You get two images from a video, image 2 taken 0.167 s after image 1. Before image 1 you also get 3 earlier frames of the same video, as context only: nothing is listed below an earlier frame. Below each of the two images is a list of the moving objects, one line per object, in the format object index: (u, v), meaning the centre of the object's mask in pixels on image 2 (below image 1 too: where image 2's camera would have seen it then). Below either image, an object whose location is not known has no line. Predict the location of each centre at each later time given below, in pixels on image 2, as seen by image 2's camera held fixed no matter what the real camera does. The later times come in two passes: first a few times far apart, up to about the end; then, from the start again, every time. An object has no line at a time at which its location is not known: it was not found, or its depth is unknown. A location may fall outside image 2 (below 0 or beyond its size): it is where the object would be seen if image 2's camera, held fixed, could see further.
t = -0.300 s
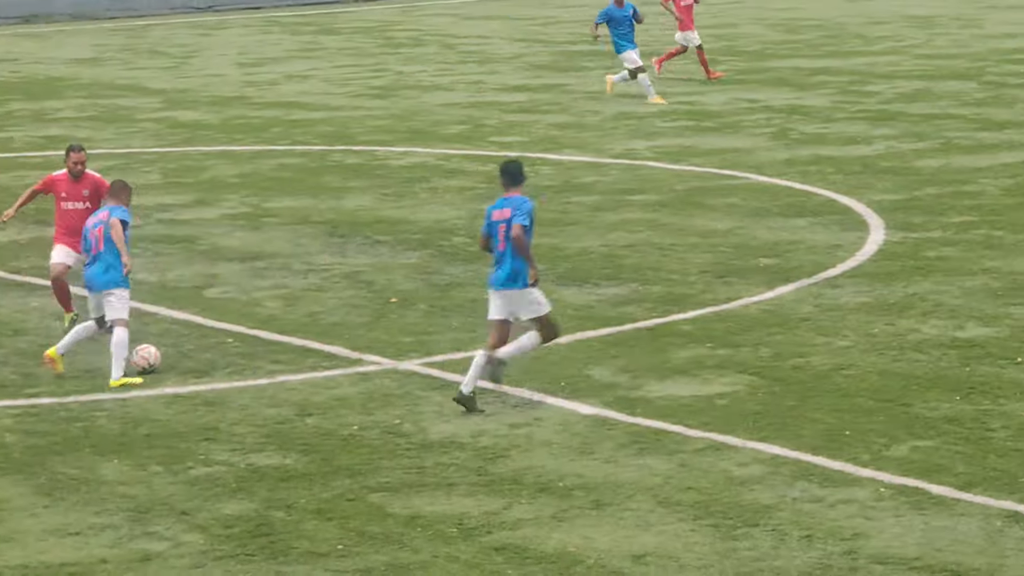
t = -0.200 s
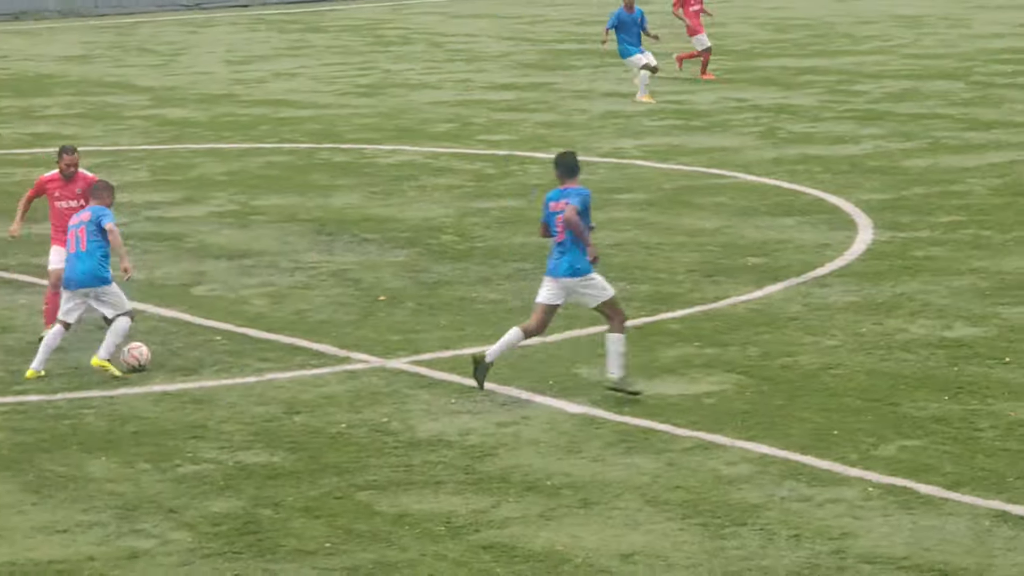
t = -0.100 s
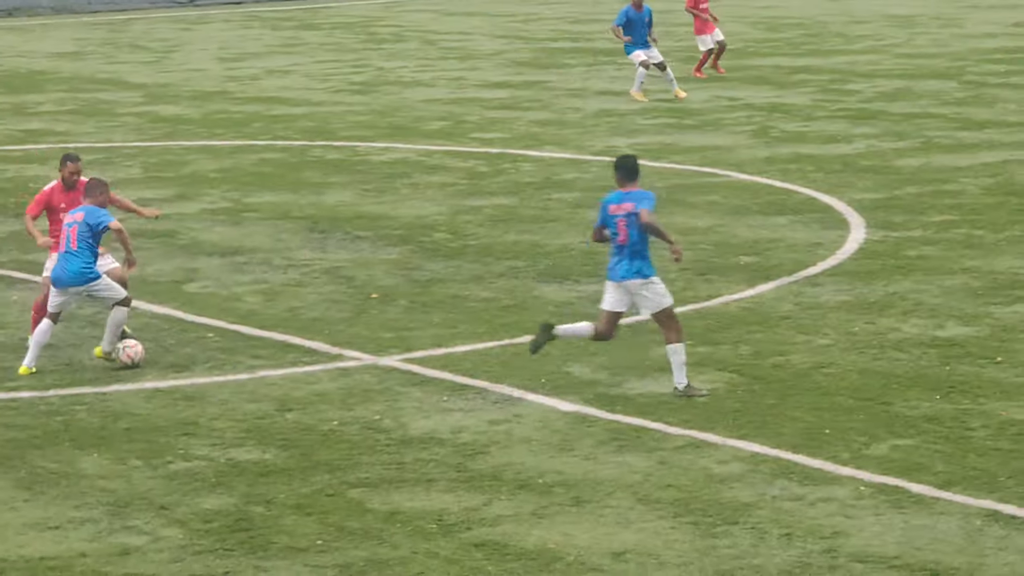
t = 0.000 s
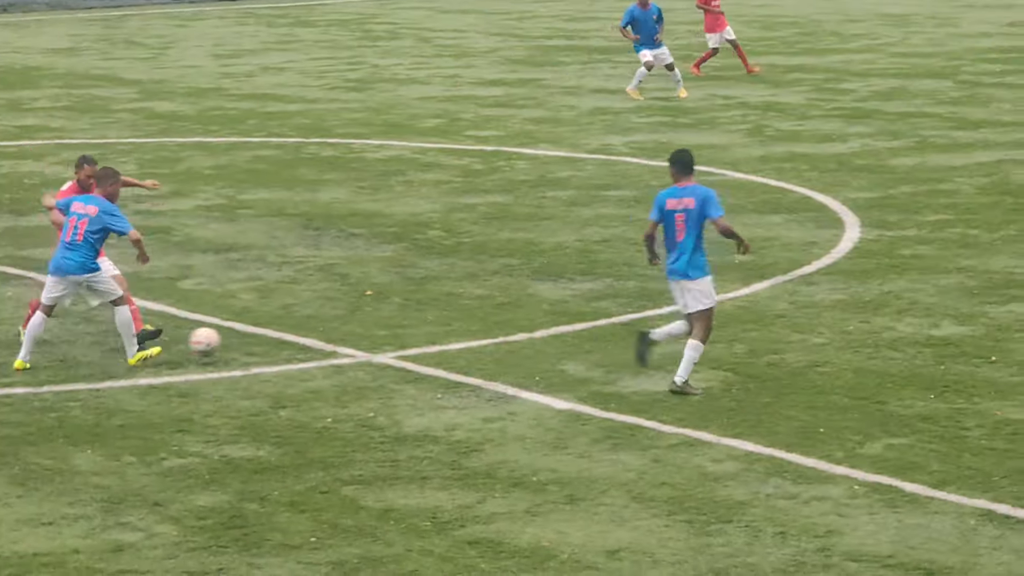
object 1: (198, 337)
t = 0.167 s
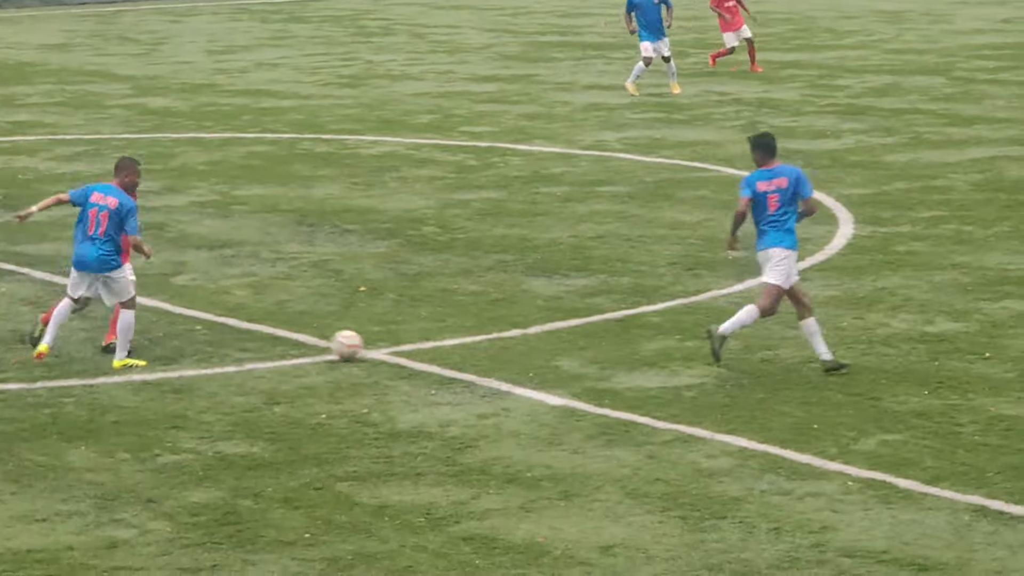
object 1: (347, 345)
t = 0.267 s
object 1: (425, 340)
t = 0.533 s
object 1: (618, 348)
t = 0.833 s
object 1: (772, 348)
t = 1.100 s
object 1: (890, 347)
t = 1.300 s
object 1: (976, 347)
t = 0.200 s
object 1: (374, 345)
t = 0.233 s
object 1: (399, 342)
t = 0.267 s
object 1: (425, 340)
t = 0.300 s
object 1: (451, 340)
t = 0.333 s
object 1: (477, 343)
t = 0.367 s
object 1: (503, 346)
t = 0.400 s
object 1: (528, 349)
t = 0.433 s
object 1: (550, 347)
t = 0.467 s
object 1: (573, 347)
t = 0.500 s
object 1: (595, 348)
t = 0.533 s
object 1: (618, 348)
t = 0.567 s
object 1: (637, 347)
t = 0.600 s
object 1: (657, 347)
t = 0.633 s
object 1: (676, 346)
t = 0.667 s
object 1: (694, 345)
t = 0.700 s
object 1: (710, 346)
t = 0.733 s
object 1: (726, 347)
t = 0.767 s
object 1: (743, 348)
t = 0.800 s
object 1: (757, 347)
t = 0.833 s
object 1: (772, 348)
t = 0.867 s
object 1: (787, 348)
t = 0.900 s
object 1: (802, 347)
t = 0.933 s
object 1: (816, 347)
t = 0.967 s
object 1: (831, 348)
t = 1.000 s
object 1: (845, 348)
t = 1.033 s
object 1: (860, 347)
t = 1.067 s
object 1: (875, 348)
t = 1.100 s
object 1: (890, 347)
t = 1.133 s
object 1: (904, 346)
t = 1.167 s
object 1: (918, 347)
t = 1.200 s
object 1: (933, 348)
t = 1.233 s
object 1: (947, 348)
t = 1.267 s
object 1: (961, 347)
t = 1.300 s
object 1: (976, 347)
